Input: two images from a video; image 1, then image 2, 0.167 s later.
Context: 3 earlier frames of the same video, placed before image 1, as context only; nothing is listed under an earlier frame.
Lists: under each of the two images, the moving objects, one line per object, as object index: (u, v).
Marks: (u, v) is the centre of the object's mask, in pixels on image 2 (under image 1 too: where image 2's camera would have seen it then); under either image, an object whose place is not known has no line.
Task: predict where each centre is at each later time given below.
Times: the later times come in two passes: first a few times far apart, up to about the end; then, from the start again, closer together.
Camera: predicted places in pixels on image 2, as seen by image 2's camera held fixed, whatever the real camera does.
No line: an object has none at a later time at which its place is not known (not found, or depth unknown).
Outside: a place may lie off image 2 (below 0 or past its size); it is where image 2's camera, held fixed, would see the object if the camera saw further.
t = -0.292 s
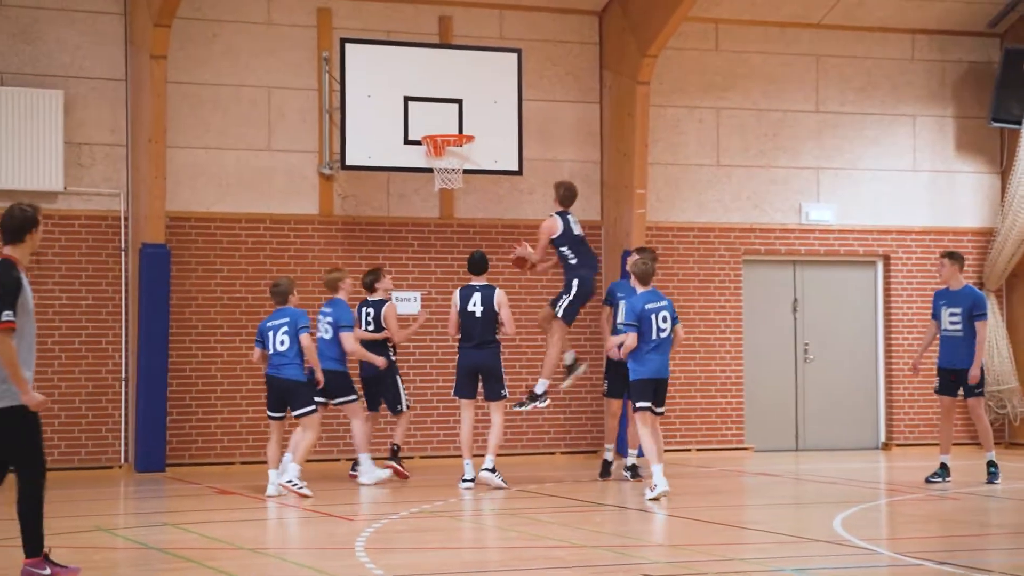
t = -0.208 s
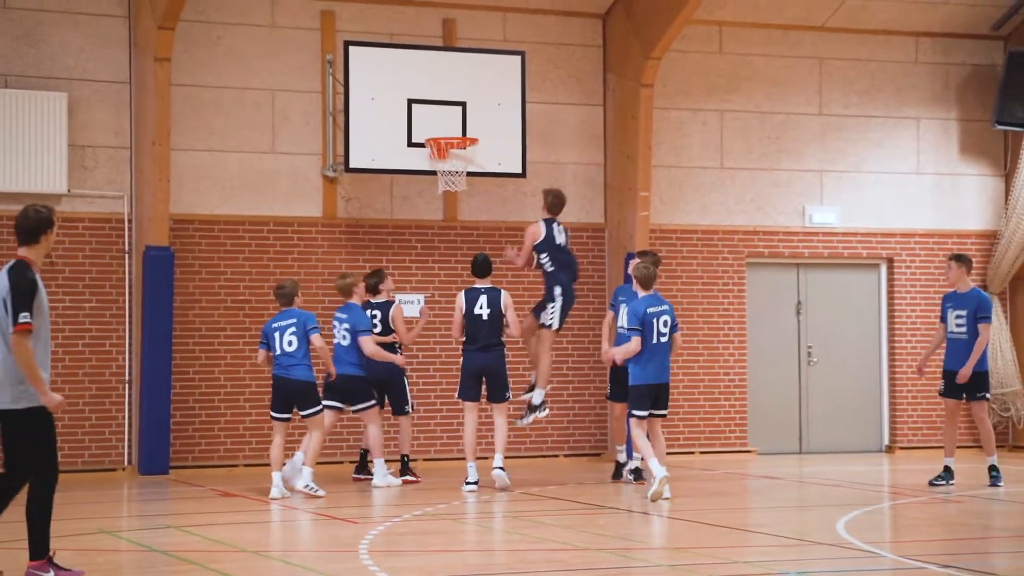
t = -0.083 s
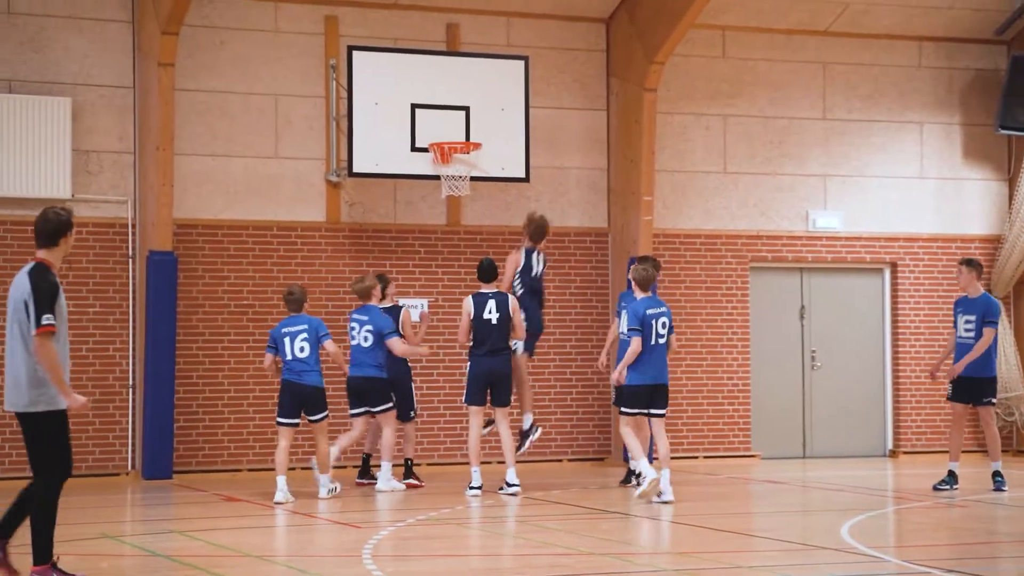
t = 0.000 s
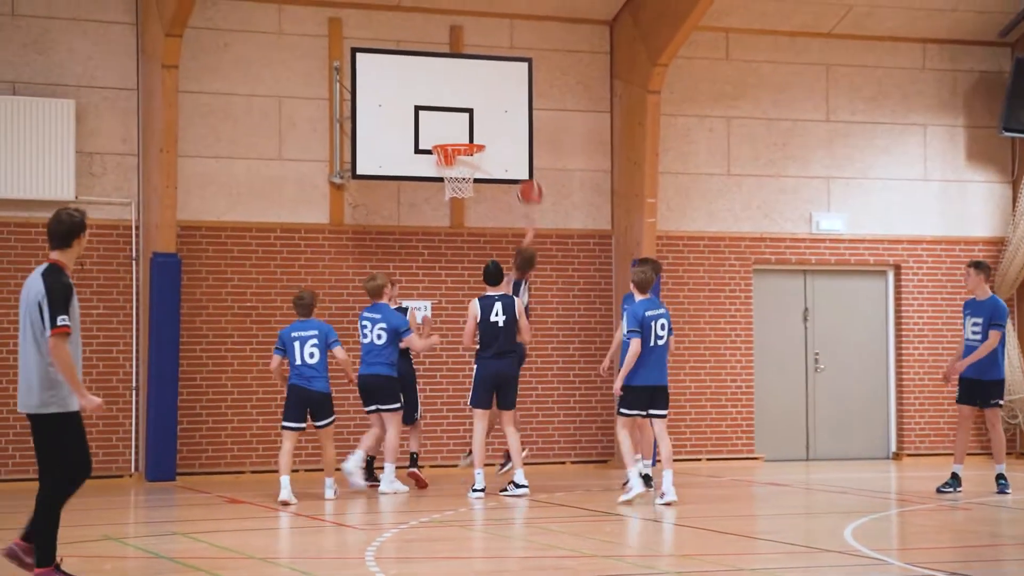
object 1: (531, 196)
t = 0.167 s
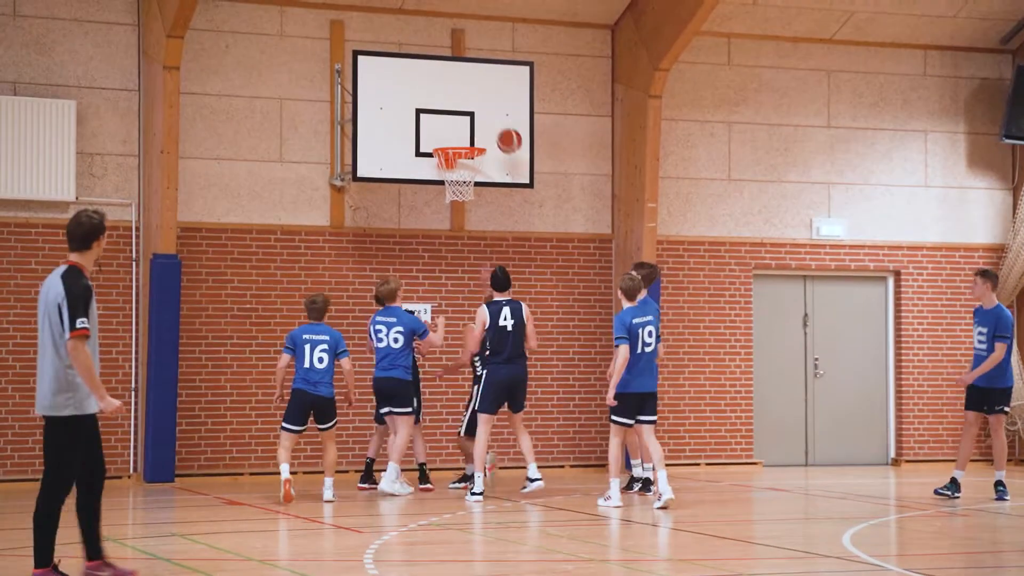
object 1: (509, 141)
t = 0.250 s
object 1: (499, 125)
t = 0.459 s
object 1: (483, 108)
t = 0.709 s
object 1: (480, 135)
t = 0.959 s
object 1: (459, 136)
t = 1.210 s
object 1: (443, 180)
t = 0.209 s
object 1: (504, 132)
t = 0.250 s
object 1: (499, 125)
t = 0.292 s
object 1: (494, 119)
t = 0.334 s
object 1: (489, 116)
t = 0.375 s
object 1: (484, 114)
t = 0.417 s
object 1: (483, 110)
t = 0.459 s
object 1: (483, 108)
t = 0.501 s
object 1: (482, 108)
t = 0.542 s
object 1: (482, 109)
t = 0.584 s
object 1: (481, 113)
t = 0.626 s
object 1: (481, 118)
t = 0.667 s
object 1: (480, 125)
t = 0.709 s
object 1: (480, 135)
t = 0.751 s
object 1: (477, 135)
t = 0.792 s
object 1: (474, 131)
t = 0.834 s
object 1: (470, 130)
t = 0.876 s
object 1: (466, 130)
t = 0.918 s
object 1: (462, 133)
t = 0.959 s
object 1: (459, 136)
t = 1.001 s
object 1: (455, 140)
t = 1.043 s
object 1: (452, 149)
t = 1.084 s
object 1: (448, 162)
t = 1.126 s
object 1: (444, 170)
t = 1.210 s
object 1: (443, 180)
